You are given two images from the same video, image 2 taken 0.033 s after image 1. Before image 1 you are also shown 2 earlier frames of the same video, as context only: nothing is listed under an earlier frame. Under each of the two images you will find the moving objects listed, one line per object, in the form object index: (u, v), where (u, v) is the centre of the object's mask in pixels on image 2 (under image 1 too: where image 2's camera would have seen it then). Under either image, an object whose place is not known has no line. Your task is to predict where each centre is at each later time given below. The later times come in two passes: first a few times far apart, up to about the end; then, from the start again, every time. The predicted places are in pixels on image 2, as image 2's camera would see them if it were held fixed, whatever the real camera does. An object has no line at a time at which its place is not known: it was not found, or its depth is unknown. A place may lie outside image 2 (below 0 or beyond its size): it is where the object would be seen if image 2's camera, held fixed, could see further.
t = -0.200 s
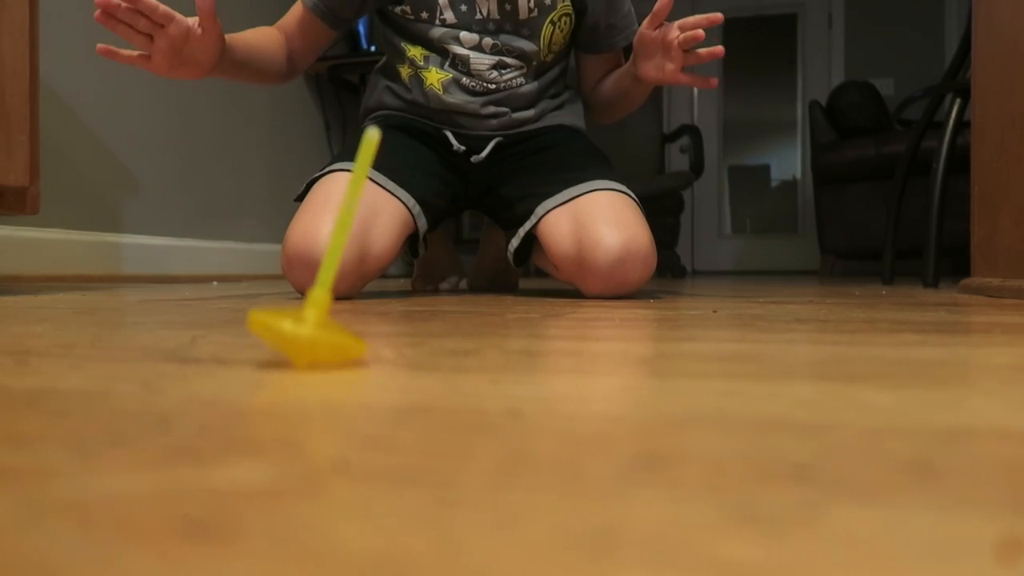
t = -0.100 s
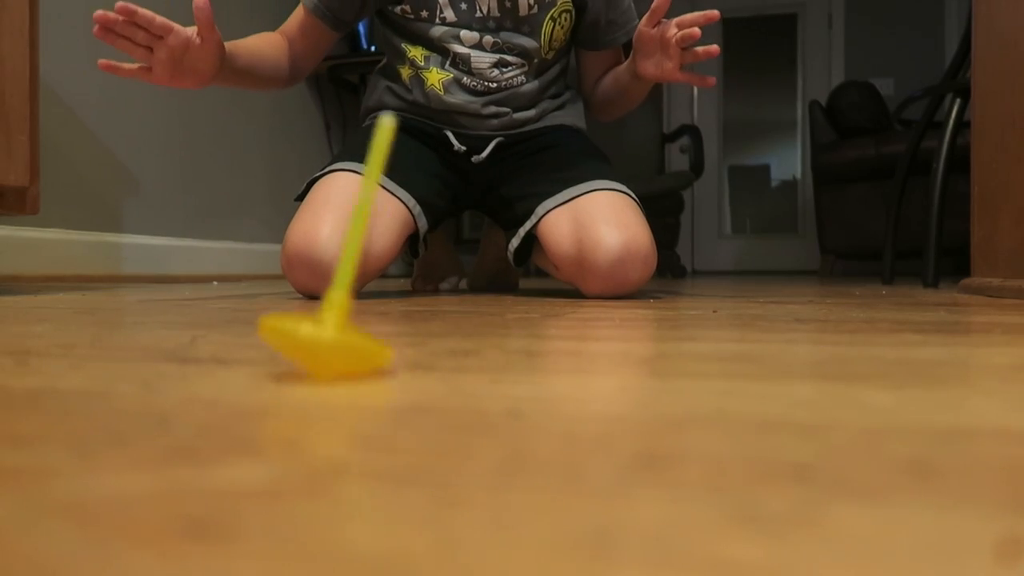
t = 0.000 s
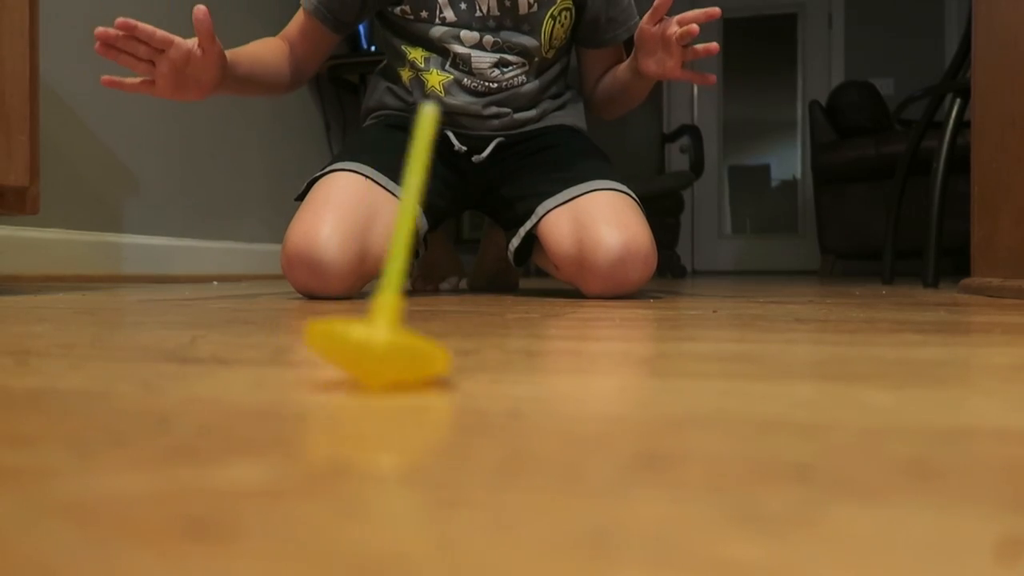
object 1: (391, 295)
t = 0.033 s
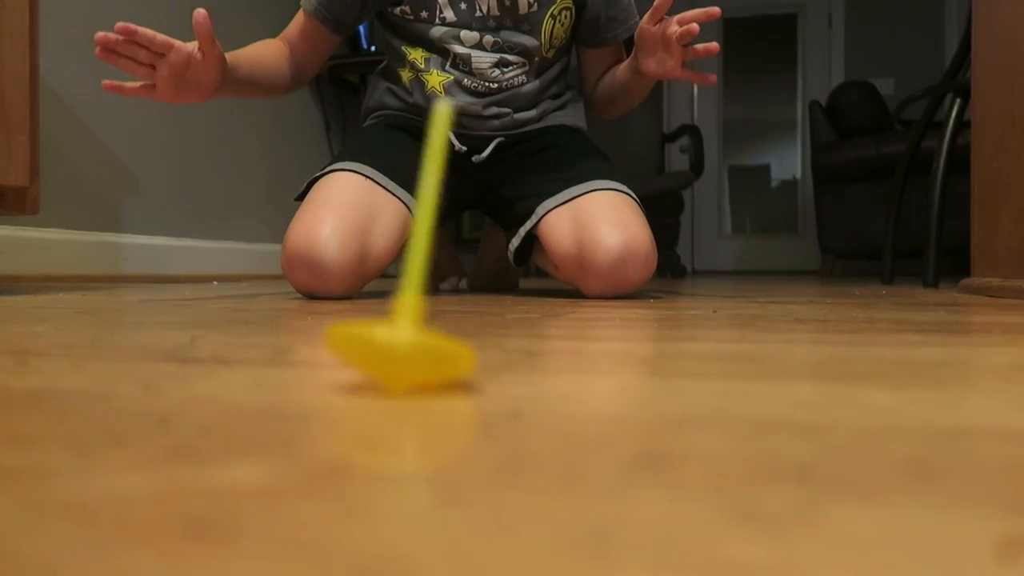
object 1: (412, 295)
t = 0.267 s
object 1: (631, 297)
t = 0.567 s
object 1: (861, 284)
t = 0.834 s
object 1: (858, 277)
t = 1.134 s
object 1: (739, 276)
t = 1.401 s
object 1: (609, 279)
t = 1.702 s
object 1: (485, 277)
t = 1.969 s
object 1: (434, 281)
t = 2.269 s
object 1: (501, 291)
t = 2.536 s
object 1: (660, 285)
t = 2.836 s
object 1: (766, 285)
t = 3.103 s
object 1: (742, 281)
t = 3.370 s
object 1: (658, 278)
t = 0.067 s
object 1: (437, 294)
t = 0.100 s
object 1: (465, 294)
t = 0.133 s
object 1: (495, 292)
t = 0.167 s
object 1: (527, 297)
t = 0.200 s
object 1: (561, 294)
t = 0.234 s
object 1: (597, 299)
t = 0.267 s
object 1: (631, 297)
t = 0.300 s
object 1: (666, 295)
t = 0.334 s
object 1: (699, 290)
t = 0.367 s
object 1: (732, 292)
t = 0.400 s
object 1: (761, 290)
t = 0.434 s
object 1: (787, 288)
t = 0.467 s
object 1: (811, 289)
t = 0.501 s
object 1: (831, 286)
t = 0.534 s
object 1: (848, 284)
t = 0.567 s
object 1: (861, 284)
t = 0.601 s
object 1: (872, 282)
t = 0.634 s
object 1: (876, 284)
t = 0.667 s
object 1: (878, 282)
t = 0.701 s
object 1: (879, 281)
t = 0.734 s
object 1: (877, 280)
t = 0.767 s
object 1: (873, 279)
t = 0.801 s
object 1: (866, 279)
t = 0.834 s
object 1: (858, 277)
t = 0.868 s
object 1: (847, 278)
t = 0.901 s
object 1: (836, 277)
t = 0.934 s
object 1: (824, 277)
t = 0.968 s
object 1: (812, 277)
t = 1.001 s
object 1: (802, 275)
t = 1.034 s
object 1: (786, 275)
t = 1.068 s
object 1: (771, 276)
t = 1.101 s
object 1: (755, 274)
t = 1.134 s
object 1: (739, 276)
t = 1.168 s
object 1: (722, 272)
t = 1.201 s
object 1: (705, 277)
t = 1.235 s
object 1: (689, 274)
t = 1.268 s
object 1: (672, 275)
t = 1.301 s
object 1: (658, 277)
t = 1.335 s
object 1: (641, 275)
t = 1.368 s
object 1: (624, 279)
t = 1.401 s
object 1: (609, 279)
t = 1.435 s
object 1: (593, 278)
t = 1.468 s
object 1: (577, 279)
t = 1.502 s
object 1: (563, 278)
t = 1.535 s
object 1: (548, 276)
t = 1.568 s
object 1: (534, 276)
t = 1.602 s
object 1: (521, 277)
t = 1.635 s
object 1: (508, 277)
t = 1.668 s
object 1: (496, 277)
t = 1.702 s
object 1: (485, 277)
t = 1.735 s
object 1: (476, 278)
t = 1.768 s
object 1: (466, 277)
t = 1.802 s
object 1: (457, 277)
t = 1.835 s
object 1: (450, 277)
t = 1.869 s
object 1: (443, 277)
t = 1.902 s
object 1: (438, 279)
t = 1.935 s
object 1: (434, 280)
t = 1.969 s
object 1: (434, 281)
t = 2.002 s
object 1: (434, 282)
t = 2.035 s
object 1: (436, 284)
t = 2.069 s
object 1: (440, 286)
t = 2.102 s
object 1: (445, 287)
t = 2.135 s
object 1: (452, 289)
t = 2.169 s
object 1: (461, 290)
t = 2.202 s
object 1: (473, 290)
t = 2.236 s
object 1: (486, 291)
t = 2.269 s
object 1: (501, 291)
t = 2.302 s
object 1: (519, 292)
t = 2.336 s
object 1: (538, 287)
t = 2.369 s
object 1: (559, 288)
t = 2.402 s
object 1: (581, 289)
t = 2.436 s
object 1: (601, 290)
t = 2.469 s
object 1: (622, 288)
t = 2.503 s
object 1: (642, 291)
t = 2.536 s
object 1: (660, 285)
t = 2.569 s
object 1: (680, 288)
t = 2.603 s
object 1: (696, 288)
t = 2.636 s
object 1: (711, 288)
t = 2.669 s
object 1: (725, 288)
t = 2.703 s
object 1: (737, 287)
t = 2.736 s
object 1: (747, 288)
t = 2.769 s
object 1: (754, 287)
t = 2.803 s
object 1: (760, 284)
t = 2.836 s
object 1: (766, 285)
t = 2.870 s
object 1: (769, 284)
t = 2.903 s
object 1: (771, 284)
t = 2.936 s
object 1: (770, 283)
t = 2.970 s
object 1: (767, 283)
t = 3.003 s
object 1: (762, 282)
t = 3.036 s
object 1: (757, 282)
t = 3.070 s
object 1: (750, 281)
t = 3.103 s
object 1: (742, 281)
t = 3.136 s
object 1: (733, 279)
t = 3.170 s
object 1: (724, 280)
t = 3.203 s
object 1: (713, 277)
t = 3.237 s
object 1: (703, 279)
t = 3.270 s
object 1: (693, 278)
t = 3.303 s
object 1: (682, 277)
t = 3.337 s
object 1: (670, 275)
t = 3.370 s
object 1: (658, 278)
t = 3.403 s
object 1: (647, 276)
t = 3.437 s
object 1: (635, 276)
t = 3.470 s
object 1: (626, 274)
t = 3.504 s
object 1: (616, 270)
